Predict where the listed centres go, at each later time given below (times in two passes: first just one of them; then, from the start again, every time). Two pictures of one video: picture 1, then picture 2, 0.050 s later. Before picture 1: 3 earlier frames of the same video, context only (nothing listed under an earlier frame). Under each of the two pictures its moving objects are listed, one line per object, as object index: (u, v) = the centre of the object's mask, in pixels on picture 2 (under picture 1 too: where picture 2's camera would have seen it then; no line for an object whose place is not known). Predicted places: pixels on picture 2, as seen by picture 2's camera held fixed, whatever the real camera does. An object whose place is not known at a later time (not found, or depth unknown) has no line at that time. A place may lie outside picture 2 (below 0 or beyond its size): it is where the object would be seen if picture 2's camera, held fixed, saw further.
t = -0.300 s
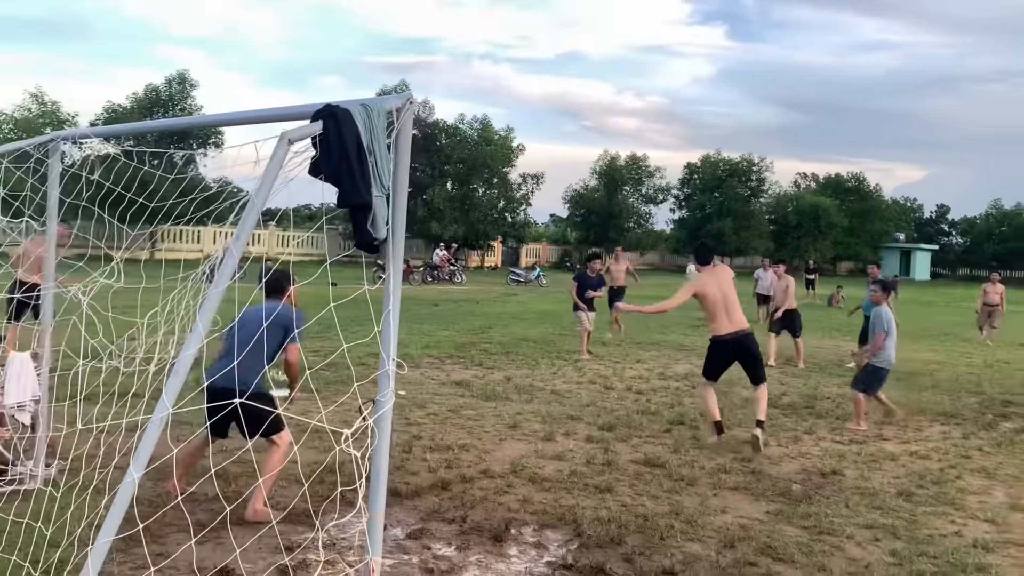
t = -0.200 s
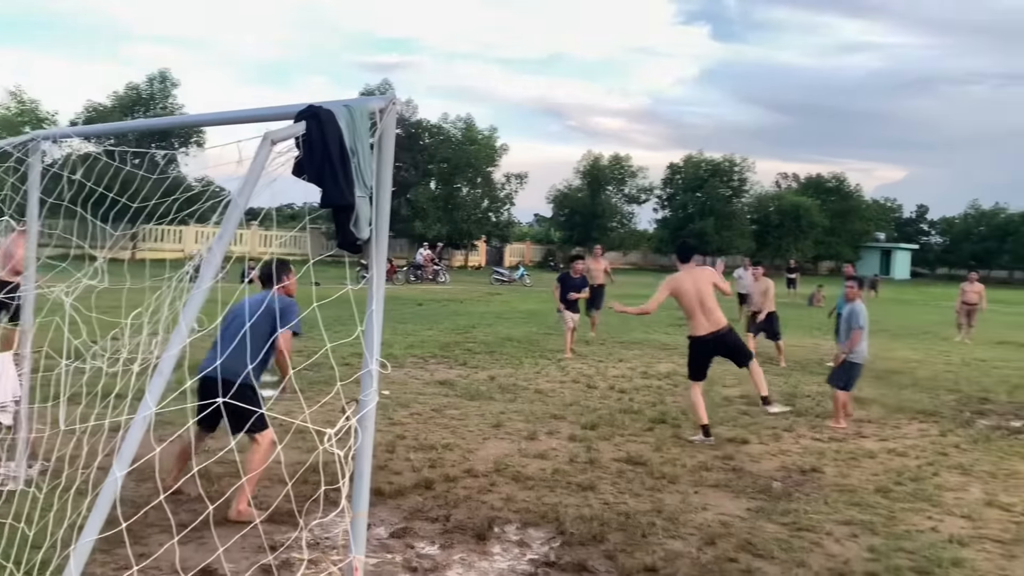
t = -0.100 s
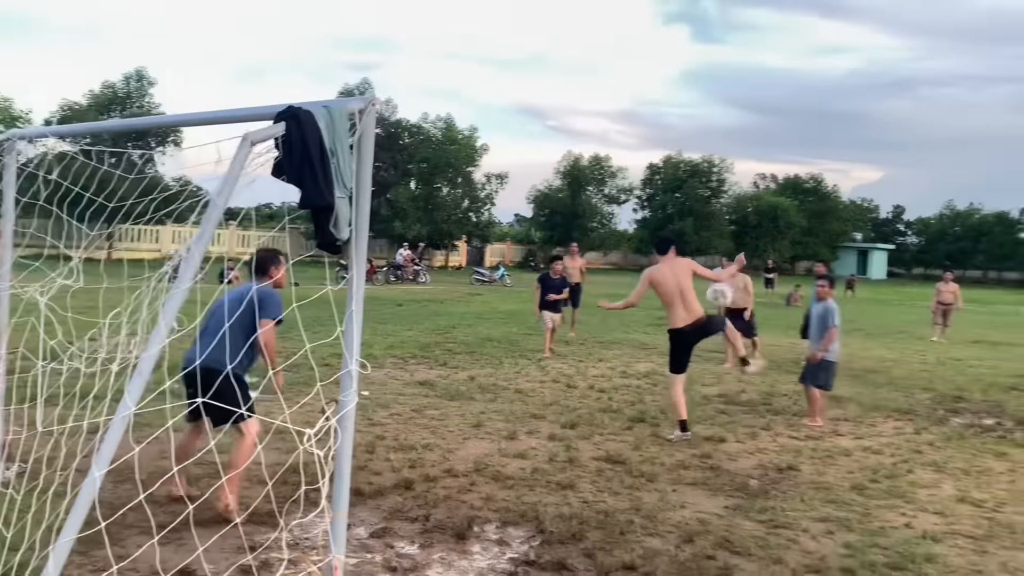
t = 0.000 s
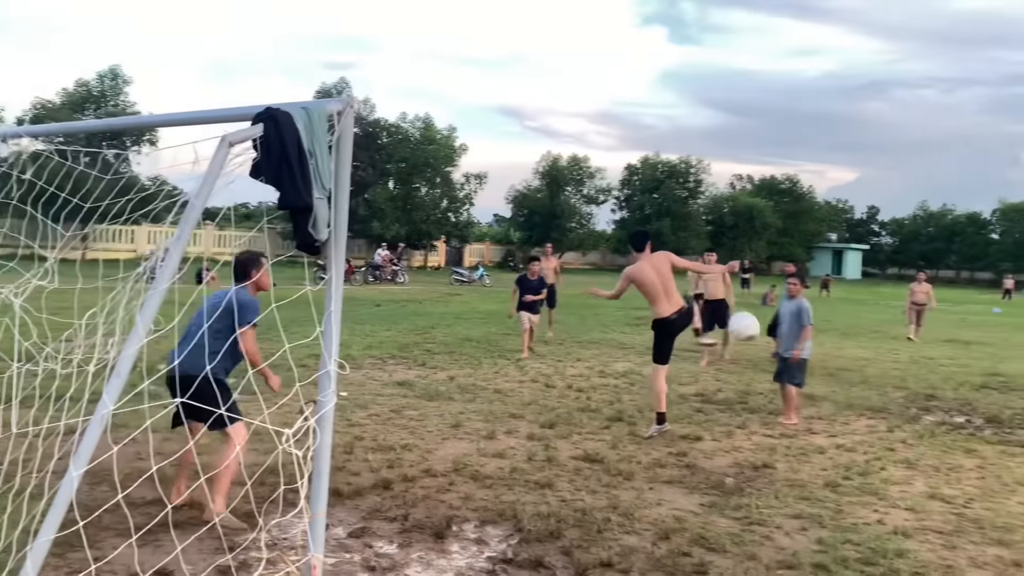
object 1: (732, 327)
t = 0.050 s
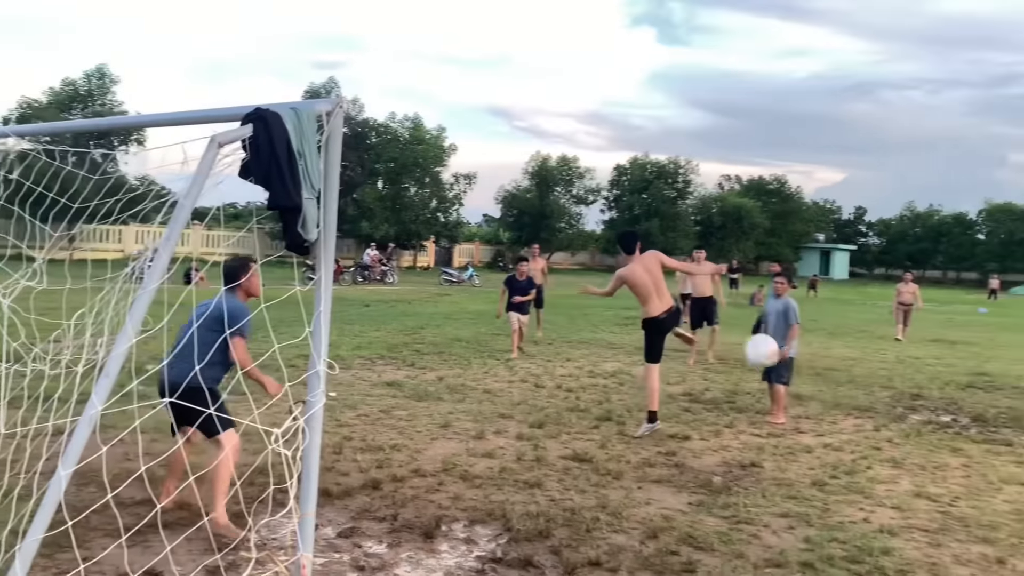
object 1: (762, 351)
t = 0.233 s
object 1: (945, 526)
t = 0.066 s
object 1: (773, 360)
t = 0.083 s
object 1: (786, 371)
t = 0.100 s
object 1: (799, 382)
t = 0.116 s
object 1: (812, 395)
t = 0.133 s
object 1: (827, 408)
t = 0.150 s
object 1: (843, 424)
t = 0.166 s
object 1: (861, 441)
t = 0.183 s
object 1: (880, 460)
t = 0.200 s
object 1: (900, 478)
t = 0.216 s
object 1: (921, 502)
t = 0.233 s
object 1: (945, 526)
